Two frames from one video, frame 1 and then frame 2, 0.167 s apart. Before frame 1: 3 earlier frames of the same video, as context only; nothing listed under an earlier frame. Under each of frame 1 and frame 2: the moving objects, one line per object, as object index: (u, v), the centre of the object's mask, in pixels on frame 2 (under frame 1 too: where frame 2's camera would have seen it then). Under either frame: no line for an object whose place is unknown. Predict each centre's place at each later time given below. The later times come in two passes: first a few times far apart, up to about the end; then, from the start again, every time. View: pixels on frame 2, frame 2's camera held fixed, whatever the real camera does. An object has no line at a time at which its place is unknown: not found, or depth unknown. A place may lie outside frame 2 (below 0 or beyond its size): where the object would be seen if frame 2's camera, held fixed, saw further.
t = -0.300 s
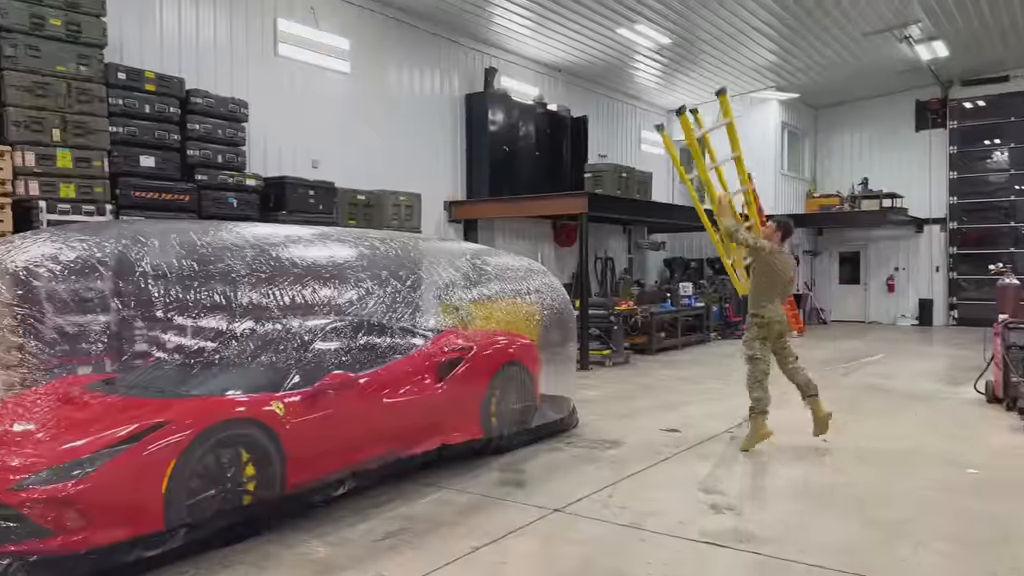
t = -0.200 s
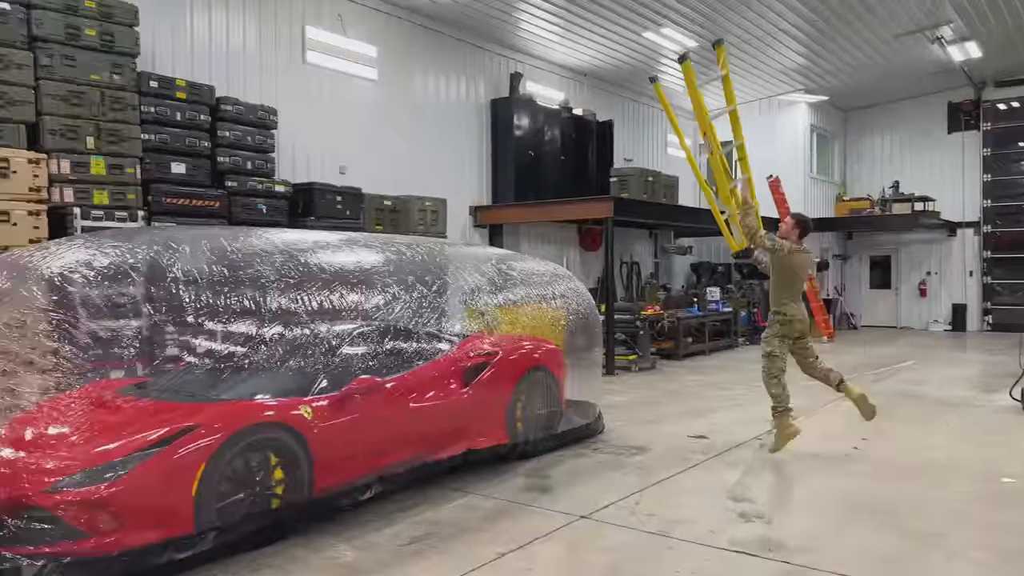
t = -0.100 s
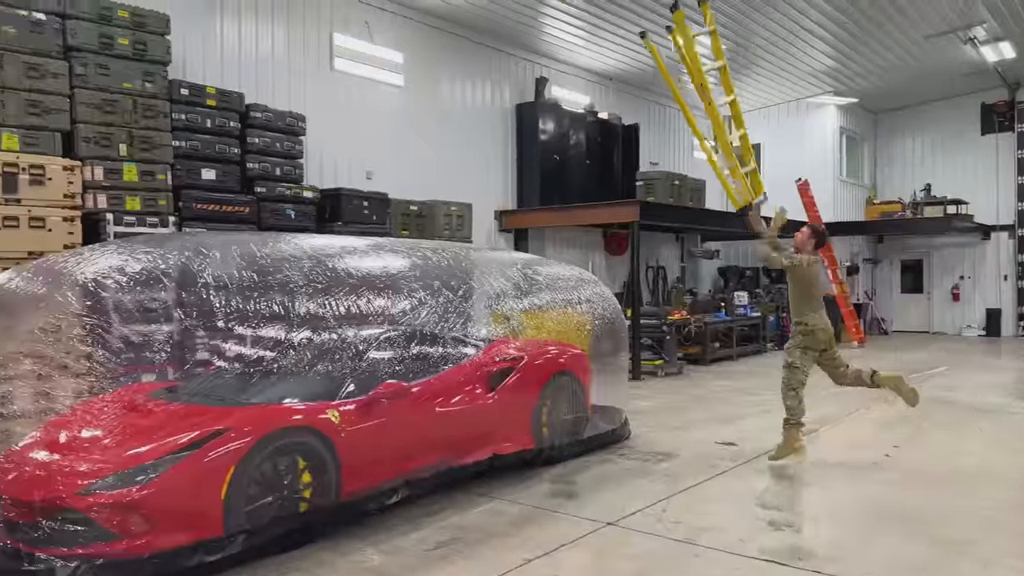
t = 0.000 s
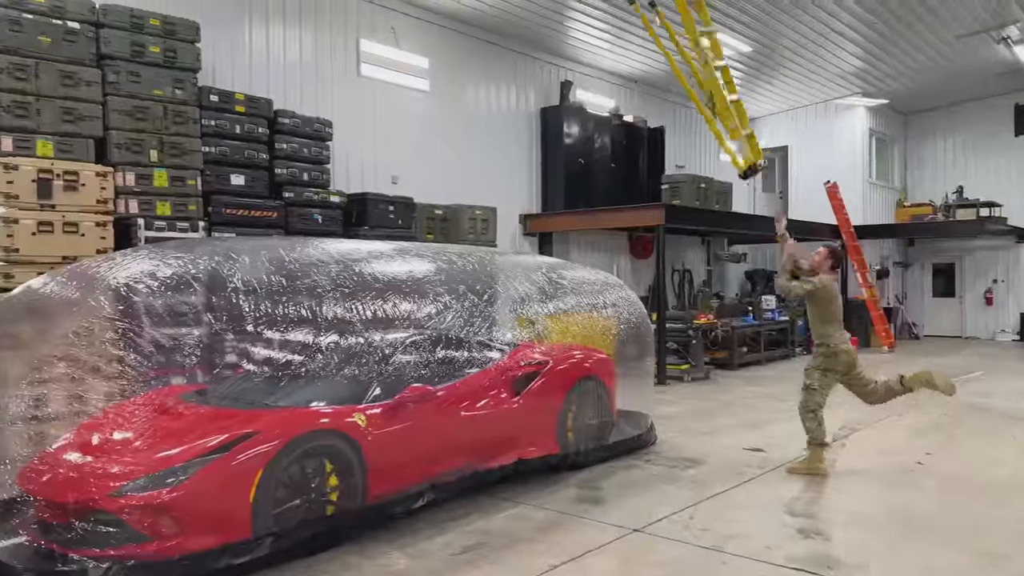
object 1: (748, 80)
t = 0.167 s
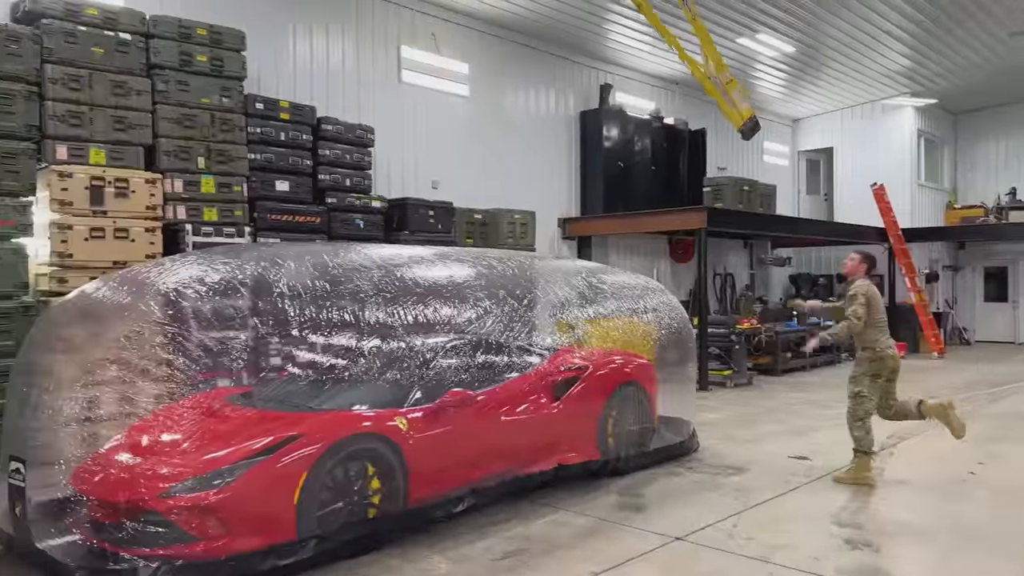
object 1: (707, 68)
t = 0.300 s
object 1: (656, 55)
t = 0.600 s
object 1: (540, 101)
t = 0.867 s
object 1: (455, 249)
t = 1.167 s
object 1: (430, 239)
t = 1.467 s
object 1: (375, 194)
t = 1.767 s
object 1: (358, 245)
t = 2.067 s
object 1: (354, 247)
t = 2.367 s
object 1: (372, 226)
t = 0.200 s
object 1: (695, 63)
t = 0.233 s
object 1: (680, 55)
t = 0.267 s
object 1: (668, 54)
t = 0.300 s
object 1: (656, 55)
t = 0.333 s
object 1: (643, 54)
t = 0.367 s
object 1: (629, 55)
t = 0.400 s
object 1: (616, 57)
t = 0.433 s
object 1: (603, 61)
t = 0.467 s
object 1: (590, 66)
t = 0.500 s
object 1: (578, 73)
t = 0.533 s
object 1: (565, 80)
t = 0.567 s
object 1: (552, 90)
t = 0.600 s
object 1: (540, 101)
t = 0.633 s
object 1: (531, 117)
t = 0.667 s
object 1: (519, 132)
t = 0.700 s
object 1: (507, 149)
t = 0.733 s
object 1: (496, 168)
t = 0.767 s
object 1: (483, 186)
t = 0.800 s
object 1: (471, 208)
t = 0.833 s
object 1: (462, 230)
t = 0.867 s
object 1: (455, 249)
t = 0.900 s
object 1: (450, 261)
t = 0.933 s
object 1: (447, 271)
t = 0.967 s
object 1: (448, 275)
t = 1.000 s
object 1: (453, 272)
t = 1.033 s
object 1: (454, 266)
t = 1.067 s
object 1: (454, 260)
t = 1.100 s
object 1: (447, 252)
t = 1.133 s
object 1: (429, 245)
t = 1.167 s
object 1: (430, 239)
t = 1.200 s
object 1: (432, 225)
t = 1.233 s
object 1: (424, 217)
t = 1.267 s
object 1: (417, 210)
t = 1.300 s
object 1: (409, 204)
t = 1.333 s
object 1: (402, 200)
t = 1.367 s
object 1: (394, 197)
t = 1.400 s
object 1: (388, 195)
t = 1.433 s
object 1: (381, 194)
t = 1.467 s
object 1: (375, 194)
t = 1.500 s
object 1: (368, 196)
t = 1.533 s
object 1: (360, 200)
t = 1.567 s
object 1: (353, 204)
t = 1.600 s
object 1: (348, 211)
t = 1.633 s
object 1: (349, 217)
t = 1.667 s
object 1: (348, 226)
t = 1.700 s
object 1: (357, 230)
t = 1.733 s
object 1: (361, 236)
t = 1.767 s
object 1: (358, 245)
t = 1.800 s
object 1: (358, 252)
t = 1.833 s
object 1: (357, 257)
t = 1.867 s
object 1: (359, 261)
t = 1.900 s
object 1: (361, 264)
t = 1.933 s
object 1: (368, 264)
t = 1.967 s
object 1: (382, 264)
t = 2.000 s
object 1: (386, 258)
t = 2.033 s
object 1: (366, 253)
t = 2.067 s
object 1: (354, 247)
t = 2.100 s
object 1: (353, 242)
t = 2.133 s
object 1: (353, 237)
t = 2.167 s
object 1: (351, 234)
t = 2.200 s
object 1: (359, 230)
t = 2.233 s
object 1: (360, 229)
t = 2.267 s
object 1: (365, 227)
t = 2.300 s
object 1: (369, 226)
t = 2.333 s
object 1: (371, 225)
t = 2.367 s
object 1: (372, 226)
